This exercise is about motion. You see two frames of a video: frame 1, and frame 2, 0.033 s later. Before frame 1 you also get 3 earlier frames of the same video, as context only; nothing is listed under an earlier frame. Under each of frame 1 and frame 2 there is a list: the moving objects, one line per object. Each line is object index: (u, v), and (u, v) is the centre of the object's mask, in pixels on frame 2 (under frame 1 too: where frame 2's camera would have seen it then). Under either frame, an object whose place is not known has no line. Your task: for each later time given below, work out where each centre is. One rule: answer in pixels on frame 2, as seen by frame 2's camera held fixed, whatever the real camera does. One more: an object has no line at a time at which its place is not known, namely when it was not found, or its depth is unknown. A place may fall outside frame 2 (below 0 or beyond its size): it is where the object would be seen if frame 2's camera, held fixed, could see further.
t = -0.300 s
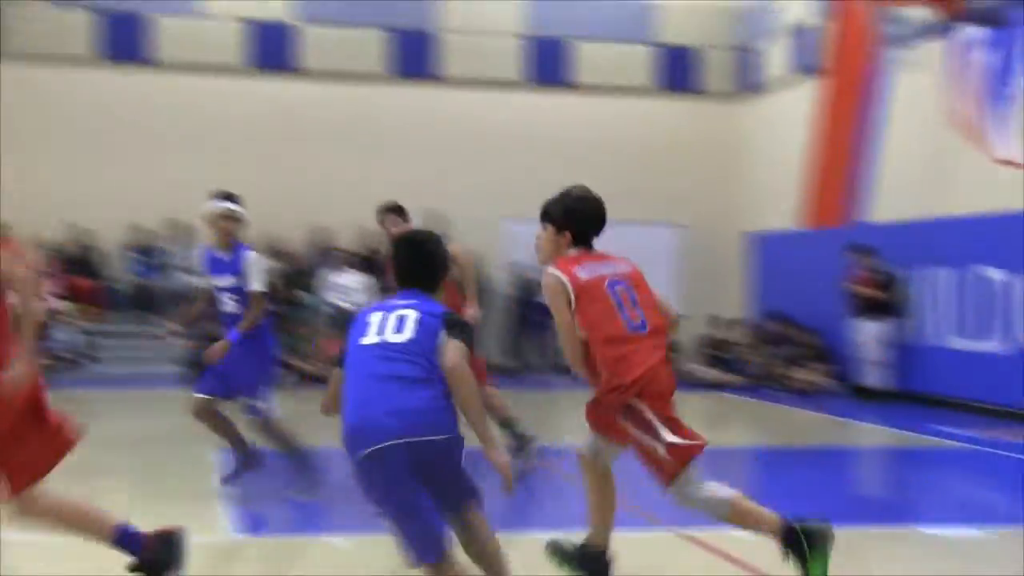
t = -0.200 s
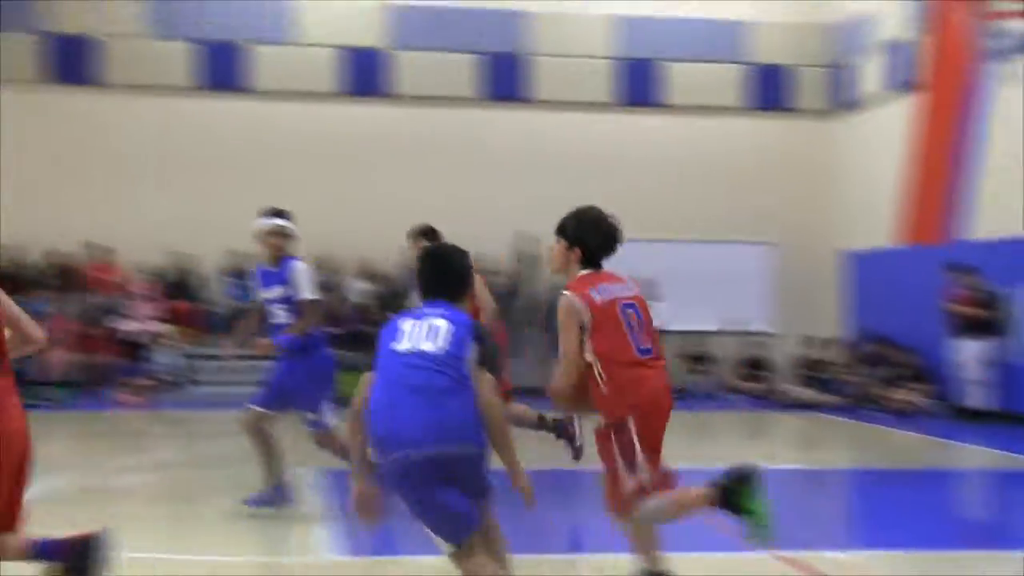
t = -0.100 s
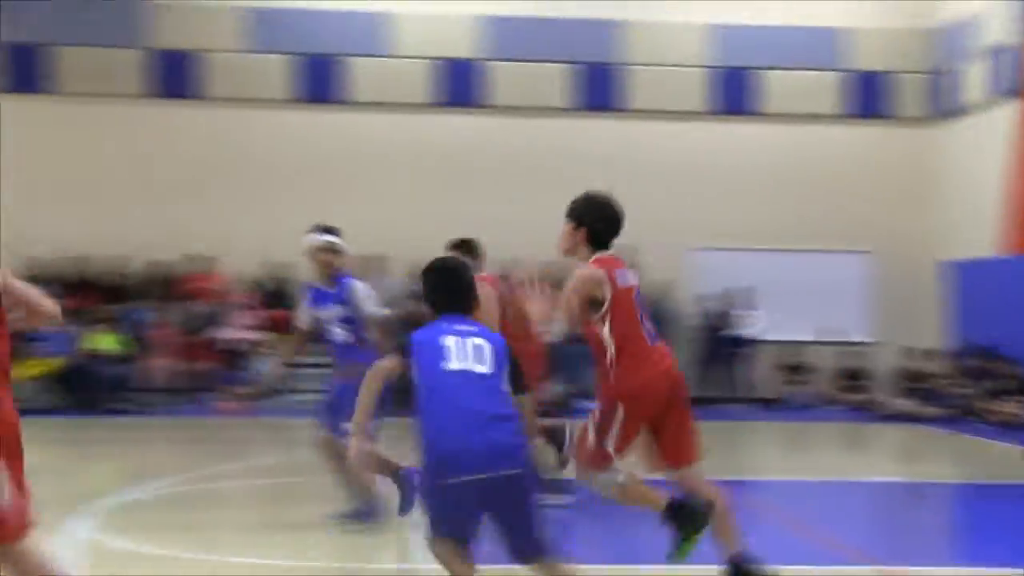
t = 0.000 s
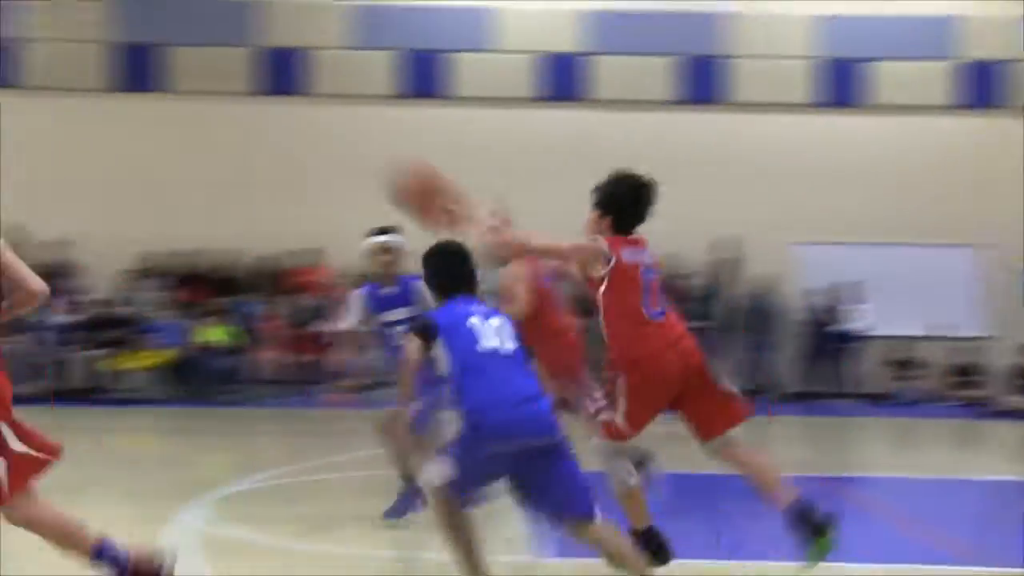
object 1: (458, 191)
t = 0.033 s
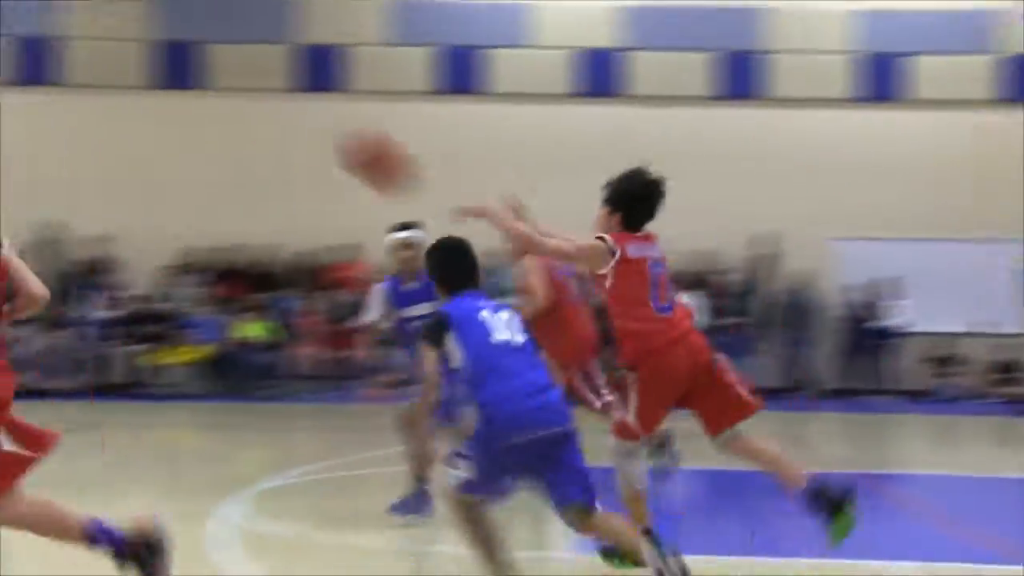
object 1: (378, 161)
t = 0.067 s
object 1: (295, 132)
